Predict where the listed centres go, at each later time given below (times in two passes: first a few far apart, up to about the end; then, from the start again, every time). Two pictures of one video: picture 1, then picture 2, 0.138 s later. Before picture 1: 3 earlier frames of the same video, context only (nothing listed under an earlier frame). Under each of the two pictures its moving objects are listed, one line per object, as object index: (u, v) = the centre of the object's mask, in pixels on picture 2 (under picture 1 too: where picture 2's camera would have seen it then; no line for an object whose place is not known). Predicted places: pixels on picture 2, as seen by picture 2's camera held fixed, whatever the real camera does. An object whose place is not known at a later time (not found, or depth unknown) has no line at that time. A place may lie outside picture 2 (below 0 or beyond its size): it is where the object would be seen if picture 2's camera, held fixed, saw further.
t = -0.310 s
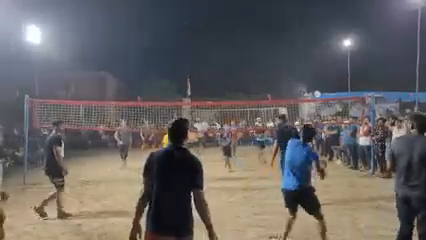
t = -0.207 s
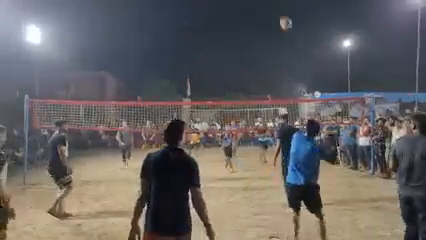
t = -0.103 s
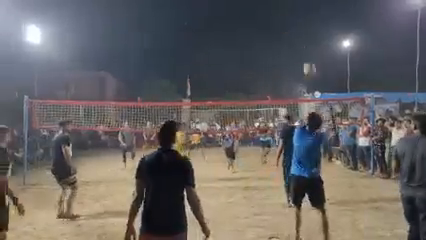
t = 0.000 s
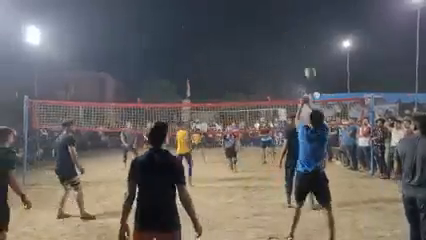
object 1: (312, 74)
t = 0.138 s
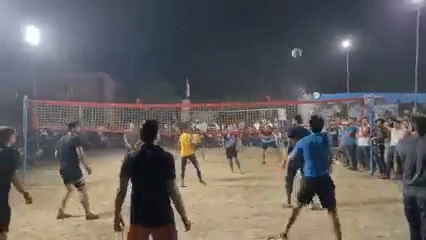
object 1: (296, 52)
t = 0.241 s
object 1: (288, 50)
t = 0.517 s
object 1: (281, 56)
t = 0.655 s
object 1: (280, 67)
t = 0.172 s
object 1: (295, 51)
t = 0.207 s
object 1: (291, 50)
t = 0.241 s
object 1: (288, 50)
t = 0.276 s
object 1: (293, 45)
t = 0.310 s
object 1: (292, 46)
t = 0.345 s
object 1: (289, 46)
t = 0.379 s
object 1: (286, 47)
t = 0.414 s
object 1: (282, 51)
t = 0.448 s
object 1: (278, 55)
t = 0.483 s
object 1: (279, 55)
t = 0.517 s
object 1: (281, 56)
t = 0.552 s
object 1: (282, 58)
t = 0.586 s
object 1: (280, 62)
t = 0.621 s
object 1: (278, 65)
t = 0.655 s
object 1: (280, 67)
